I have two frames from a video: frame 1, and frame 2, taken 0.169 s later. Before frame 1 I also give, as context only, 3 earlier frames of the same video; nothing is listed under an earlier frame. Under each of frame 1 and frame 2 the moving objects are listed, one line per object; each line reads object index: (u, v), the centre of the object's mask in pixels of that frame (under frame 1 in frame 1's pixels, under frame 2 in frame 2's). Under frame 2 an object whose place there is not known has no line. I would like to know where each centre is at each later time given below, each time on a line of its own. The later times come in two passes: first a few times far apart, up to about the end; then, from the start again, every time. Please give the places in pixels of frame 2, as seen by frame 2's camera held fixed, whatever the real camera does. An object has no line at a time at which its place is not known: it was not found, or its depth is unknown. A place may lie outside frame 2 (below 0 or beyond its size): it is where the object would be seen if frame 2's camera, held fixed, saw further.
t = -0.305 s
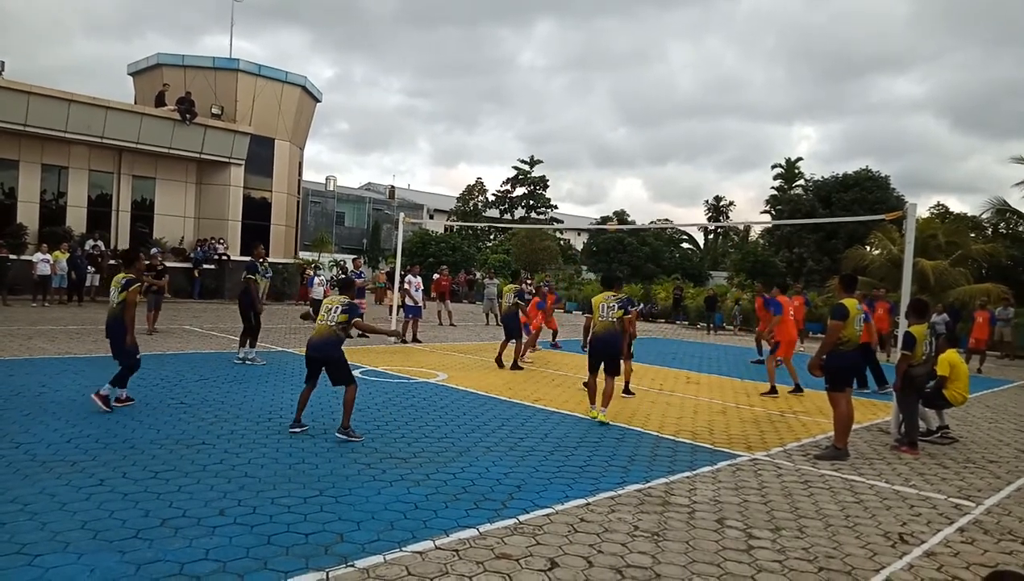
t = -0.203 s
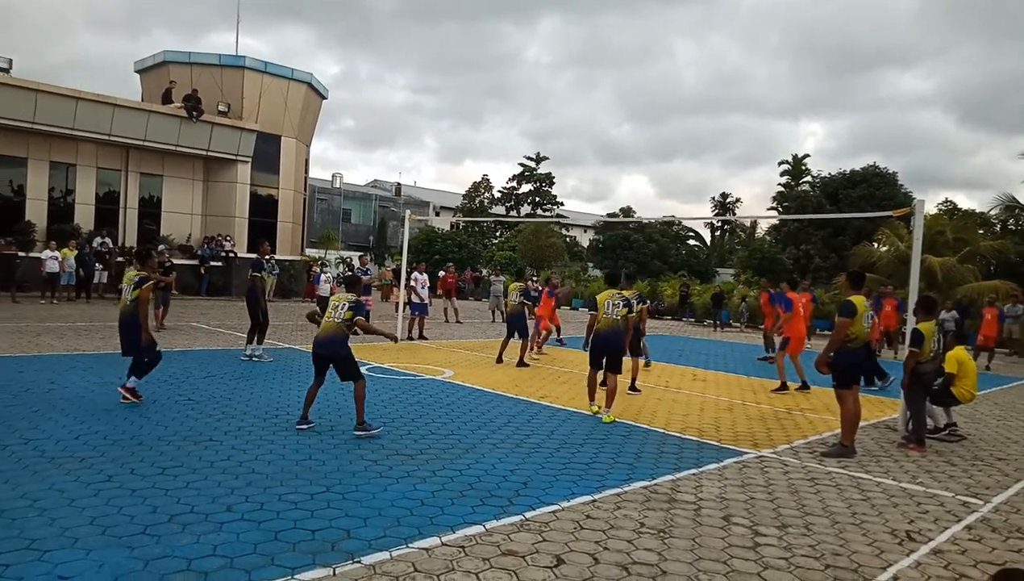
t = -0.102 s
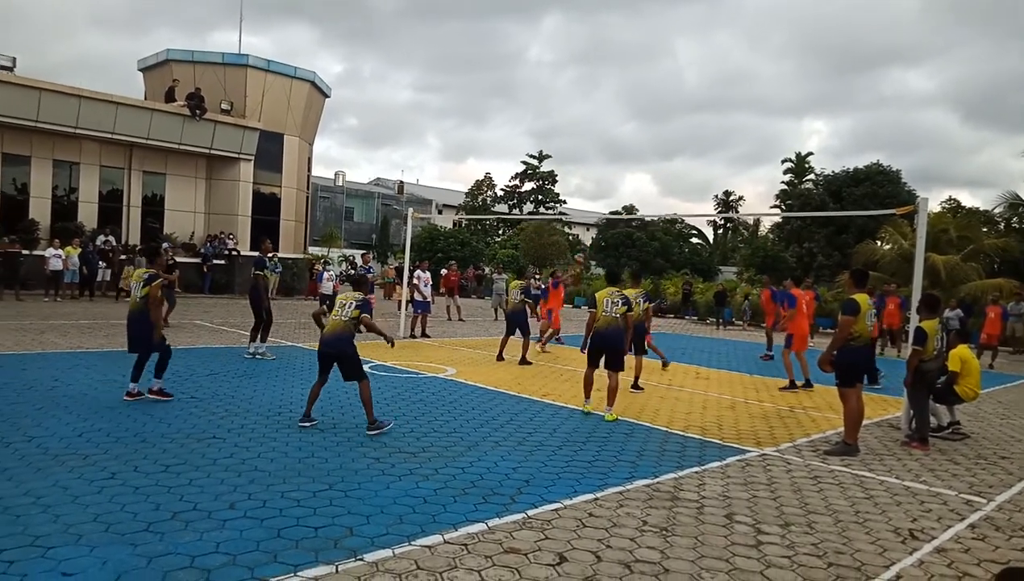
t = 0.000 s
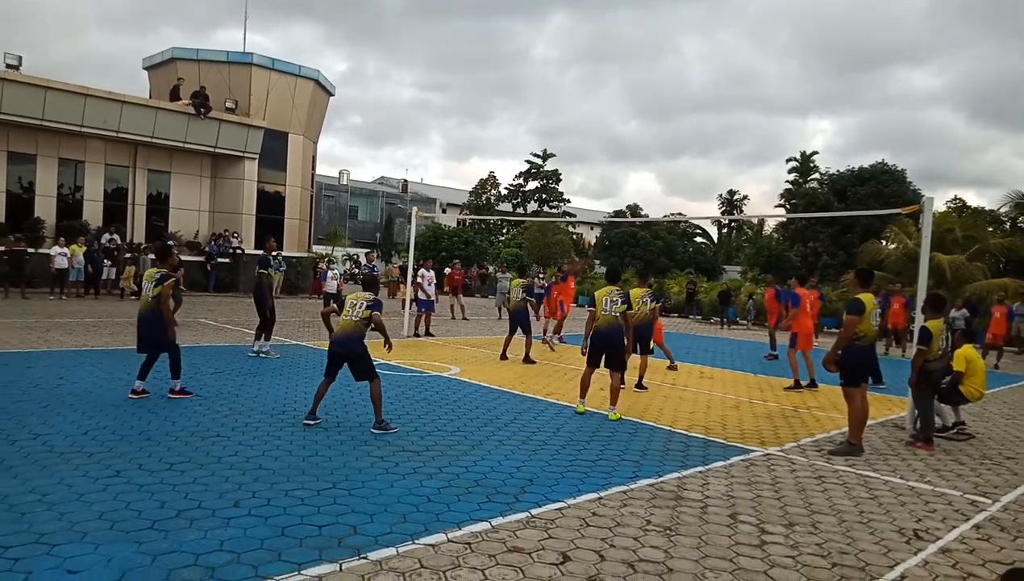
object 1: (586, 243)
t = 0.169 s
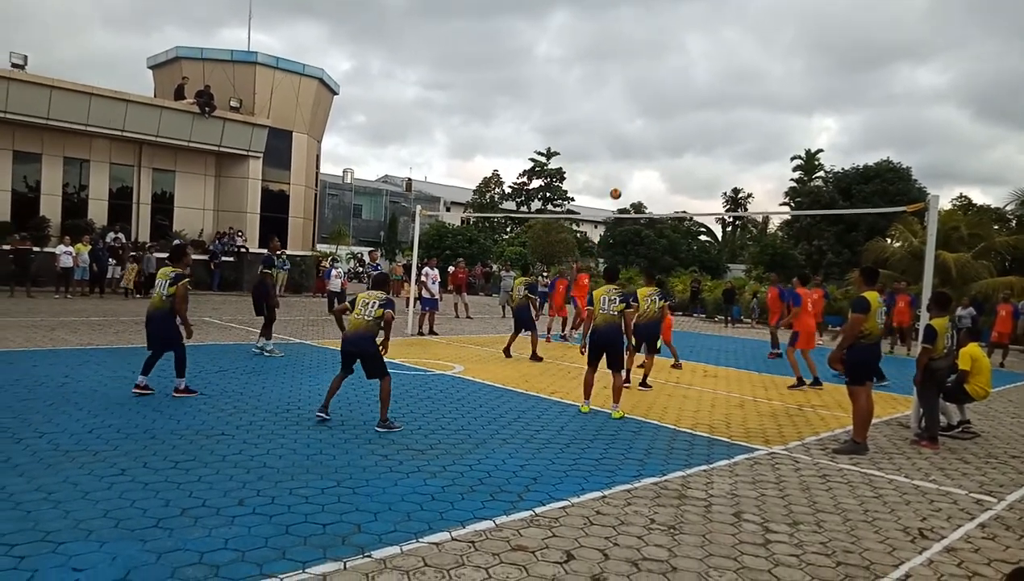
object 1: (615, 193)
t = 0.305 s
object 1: (635, 164)
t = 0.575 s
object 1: (675, 135)
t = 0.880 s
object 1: (721, 155)
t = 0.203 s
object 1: (620, 185)
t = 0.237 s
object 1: (625, 177)
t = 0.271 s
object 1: (630, 170)
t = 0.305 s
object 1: (635, 164)
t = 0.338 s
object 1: (640, 159)
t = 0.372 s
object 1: (645, 154)
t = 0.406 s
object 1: (650, 149)
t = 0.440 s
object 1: (656, 145)
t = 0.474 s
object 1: (661, 141)
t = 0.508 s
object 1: (665, 136)
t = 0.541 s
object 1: (671, 136)
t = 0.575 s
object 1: (675, 135)
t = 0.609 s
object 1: (681, 134)
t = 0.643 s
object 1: (686, 134)
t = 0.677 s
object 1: (691, 135)
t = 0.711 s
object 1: (696, 137)
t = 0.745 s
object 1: (701, 139)
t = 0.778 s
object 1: (706, 142)
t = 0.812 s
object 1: (711, 146)
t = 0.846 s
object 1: (716, 150)
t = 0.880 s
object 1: (721, 155)
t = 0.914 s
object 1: (726, 161)
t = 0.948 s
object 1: (731, 168)
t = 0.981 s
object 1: (736, 176)
